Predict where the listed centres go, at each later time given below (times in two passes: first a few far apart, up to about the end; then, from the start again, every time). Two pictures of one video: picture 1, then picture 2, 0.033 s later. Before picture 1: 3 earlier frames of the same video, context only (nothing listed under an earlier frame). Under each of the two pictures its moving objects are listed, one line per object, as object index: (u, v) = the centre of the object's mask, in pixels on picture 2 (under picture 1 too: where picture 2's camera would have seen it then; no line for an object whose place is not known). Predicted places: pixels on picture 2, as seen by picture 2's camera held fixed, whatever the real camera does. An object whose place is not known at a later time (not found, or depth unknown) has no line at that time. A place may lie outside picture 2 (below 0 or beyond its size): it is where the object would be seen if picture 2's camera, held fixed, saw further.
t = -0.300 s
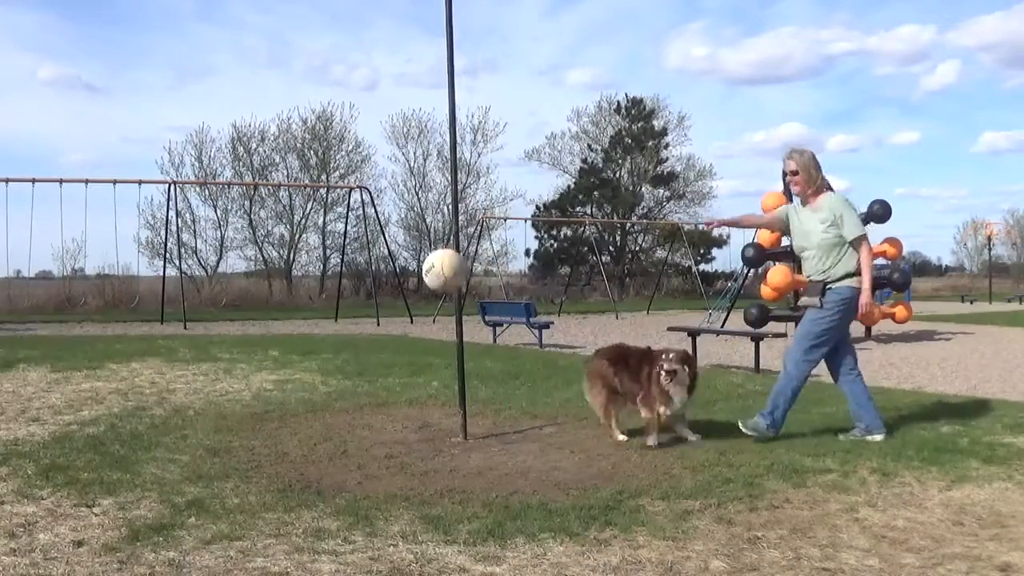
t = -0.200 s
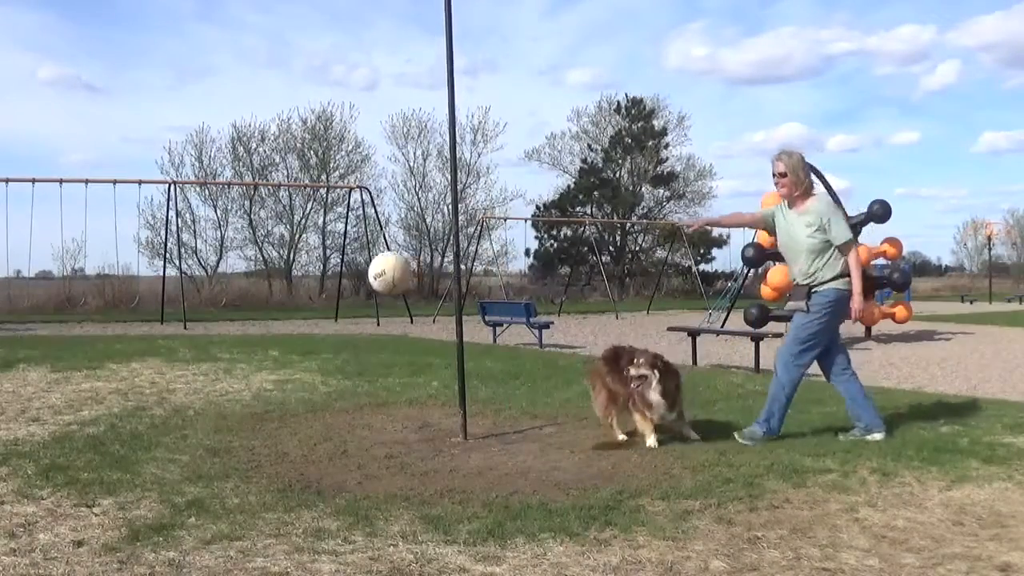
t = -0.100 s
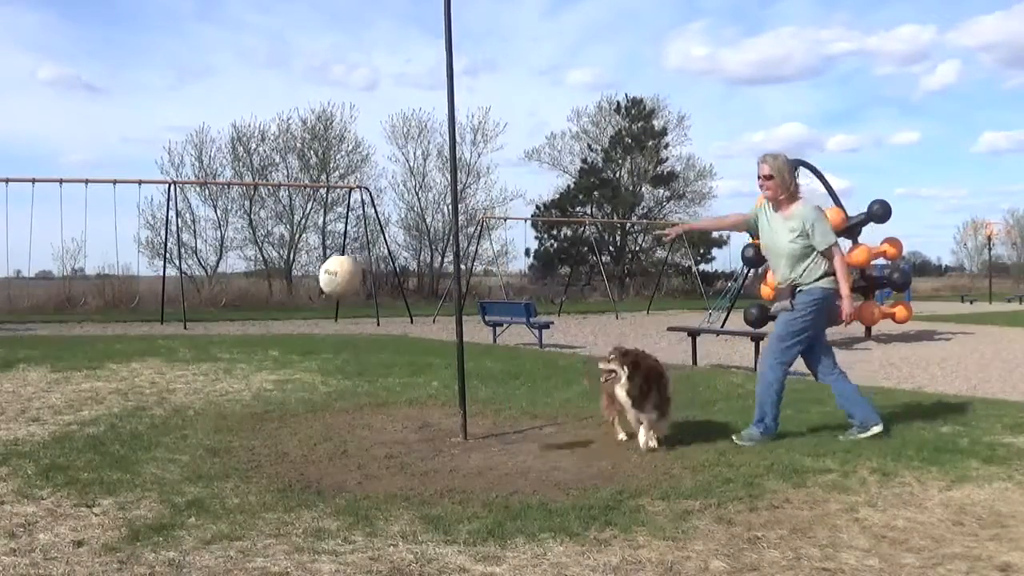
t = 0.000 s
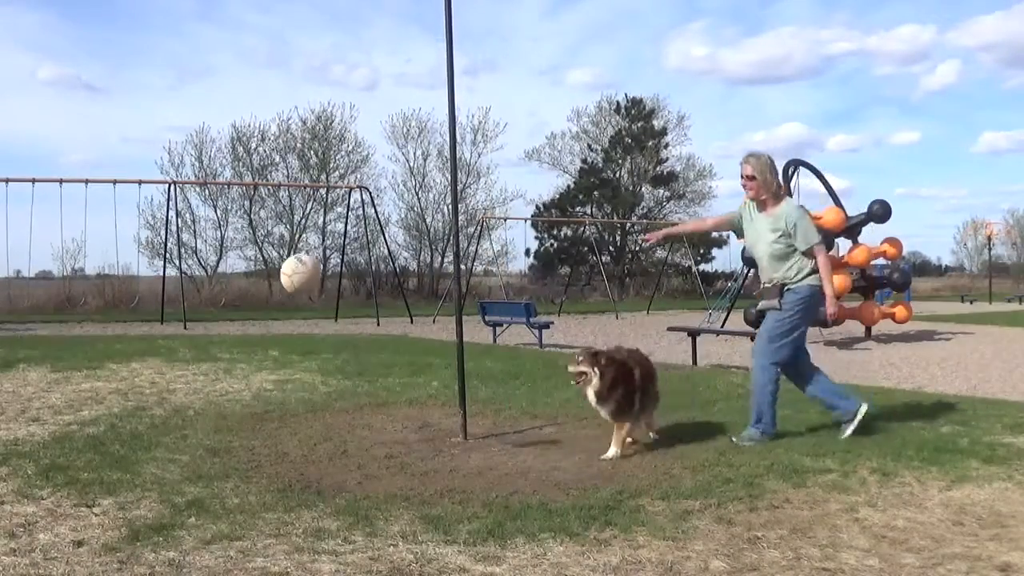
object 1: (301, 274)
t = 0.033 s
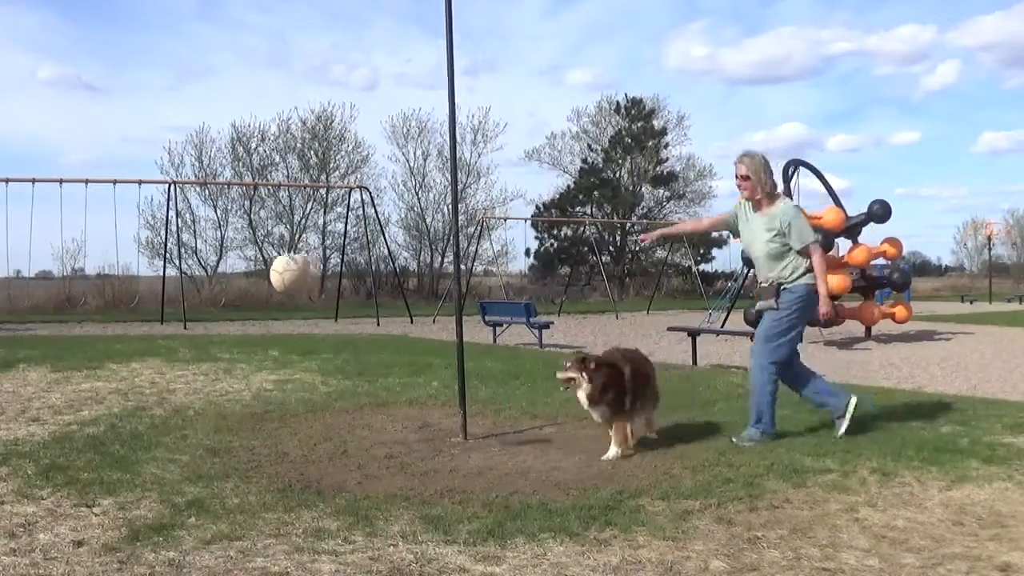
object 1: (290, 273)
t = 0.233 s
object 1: (250, 283)
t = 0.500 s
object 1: (250, 287)
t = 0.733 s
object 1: (288, 294)
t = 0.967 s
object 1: (350, 299)
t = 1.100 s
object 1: (391, 300)
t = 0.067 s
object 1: (281, 273)
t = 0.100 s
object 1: (272, 275)
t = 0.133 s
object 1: (265, 275)
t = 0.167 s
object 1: (258, 278)
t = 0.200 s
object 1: (252, 280)
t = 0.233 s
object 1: (250, 283)
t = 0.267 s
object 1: (247, 283)
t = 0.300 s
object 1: (246, 283)
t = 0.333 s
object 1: (245, 283)
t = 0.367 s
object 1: (245, 283)
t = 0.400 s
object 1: (246, 283)
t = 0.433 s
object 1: (247, 285)
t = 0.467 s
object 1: (248, 286)
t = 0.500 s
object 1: (250, 287)
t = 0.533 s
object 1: (252, 288)
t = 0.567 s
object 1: (257, 290)
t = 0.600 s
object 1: (262, 291)
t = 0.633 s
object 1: (268, 292)
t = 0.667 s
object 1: (274, 293)
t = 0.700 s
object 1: (280, 293)
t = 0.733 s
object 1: (288, 294)
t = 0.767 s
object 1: (295, 295)
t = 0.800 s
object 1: (306, 295)
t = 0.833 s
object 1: (314, 297)
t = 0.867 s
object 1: (323, 298)
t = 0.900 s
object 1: (331, 298)
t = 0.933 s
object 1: (341, 299)
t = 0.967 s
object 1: (350, 299)
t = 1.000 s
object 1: (360, 299)
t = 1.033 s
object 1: (370, 299)
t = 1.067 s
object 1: (381, 299)
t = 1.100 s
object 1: (391, 300)
